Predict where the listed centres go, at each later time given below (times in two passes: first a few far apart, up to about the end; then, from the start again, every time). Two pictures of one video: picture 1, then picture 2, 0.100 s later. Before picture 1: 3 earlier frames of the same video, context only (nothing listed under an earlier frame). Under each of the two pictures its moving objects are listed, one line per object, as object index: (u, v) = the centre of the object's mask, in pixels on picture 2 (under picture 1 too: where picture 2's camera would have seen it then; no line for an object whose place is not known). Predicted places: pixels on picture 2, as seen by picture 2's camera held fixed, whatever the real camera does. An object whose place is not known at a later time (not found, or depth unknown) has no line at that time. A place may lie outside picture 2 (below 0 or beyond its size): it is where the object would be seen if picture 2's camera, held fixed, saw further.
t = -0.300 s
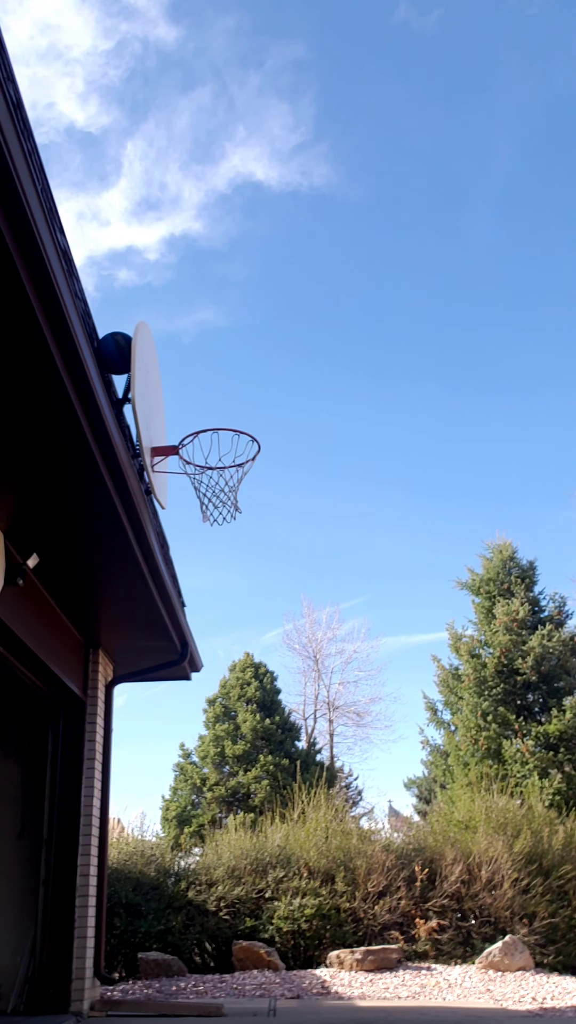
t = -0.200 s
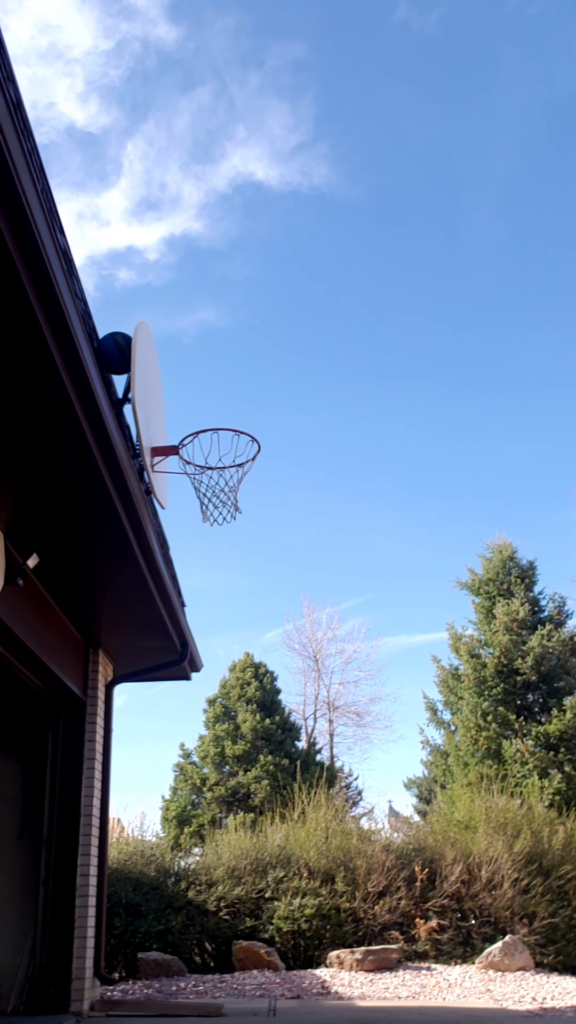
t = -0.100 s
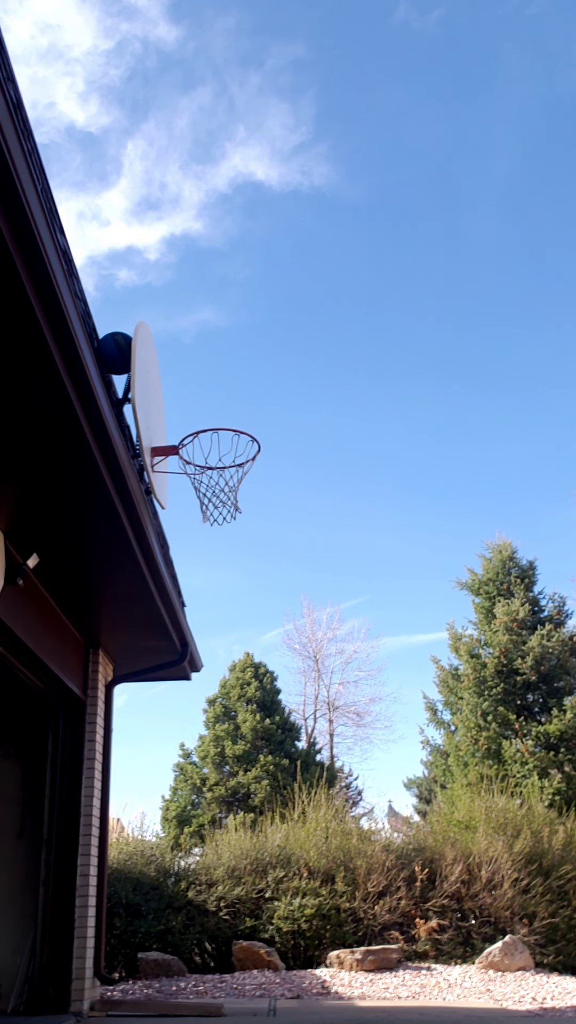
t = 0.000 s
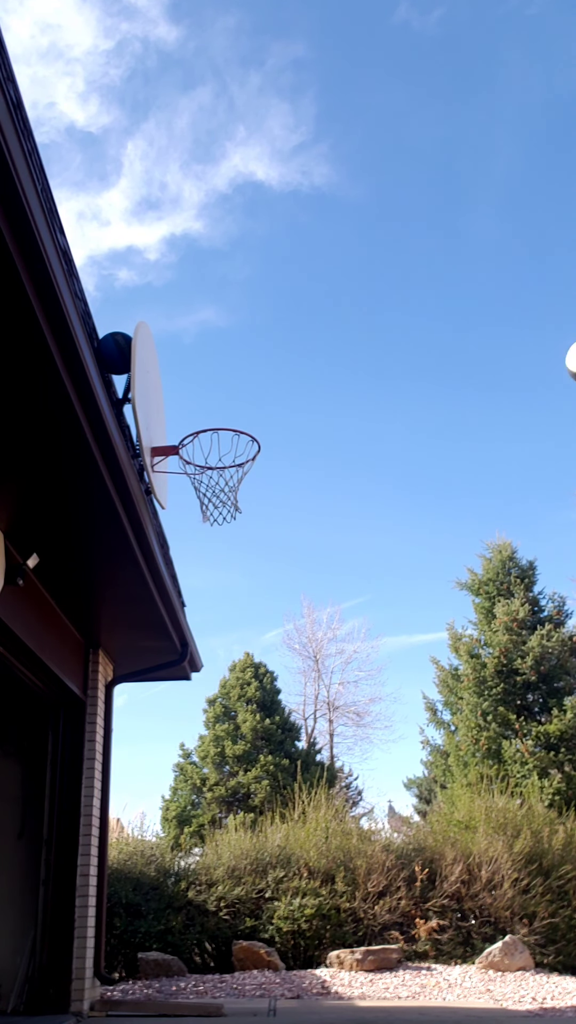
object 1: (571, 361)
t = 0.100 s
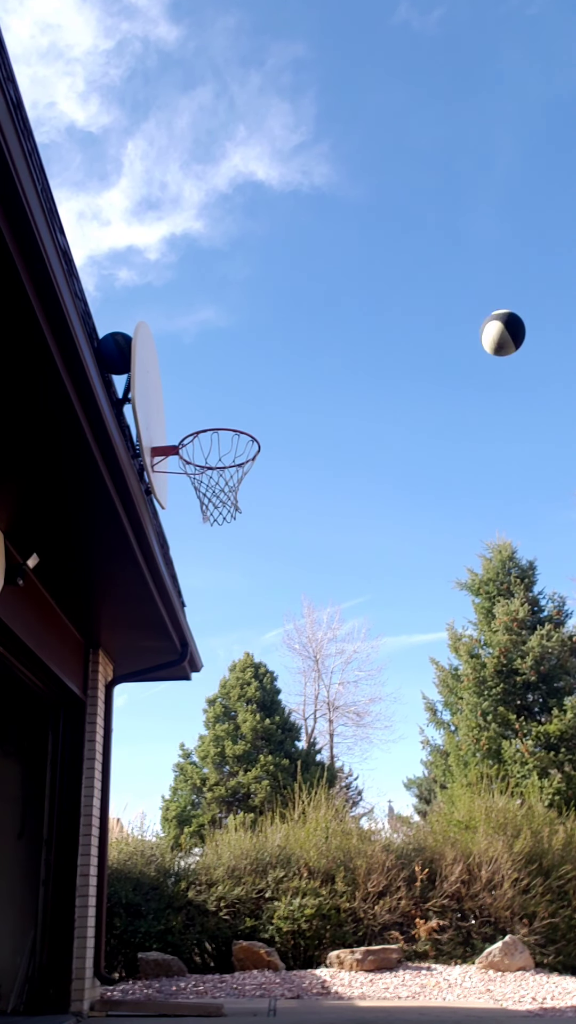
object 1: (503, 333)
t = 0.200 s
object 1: (424, 322)
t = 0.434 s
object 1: (265, 352)
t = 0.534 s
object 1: (203, 388)
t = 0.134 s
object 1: (475, 328)
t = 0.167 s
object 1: (449, 324)
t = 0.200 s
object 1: (424, 322)
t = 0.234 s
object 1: (399, 322)
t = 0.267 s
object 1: (375, 323)
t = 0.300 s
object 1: (352, 326)
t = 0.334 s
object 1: (329, 331)
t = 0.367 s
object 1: (307, 336)
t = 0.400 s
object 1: (286, 343)
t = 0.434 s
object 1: (265, 352)
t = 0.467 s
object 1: (244, 362)
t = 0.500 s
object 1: (224, 375)
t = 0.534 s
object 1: (203, 388)
